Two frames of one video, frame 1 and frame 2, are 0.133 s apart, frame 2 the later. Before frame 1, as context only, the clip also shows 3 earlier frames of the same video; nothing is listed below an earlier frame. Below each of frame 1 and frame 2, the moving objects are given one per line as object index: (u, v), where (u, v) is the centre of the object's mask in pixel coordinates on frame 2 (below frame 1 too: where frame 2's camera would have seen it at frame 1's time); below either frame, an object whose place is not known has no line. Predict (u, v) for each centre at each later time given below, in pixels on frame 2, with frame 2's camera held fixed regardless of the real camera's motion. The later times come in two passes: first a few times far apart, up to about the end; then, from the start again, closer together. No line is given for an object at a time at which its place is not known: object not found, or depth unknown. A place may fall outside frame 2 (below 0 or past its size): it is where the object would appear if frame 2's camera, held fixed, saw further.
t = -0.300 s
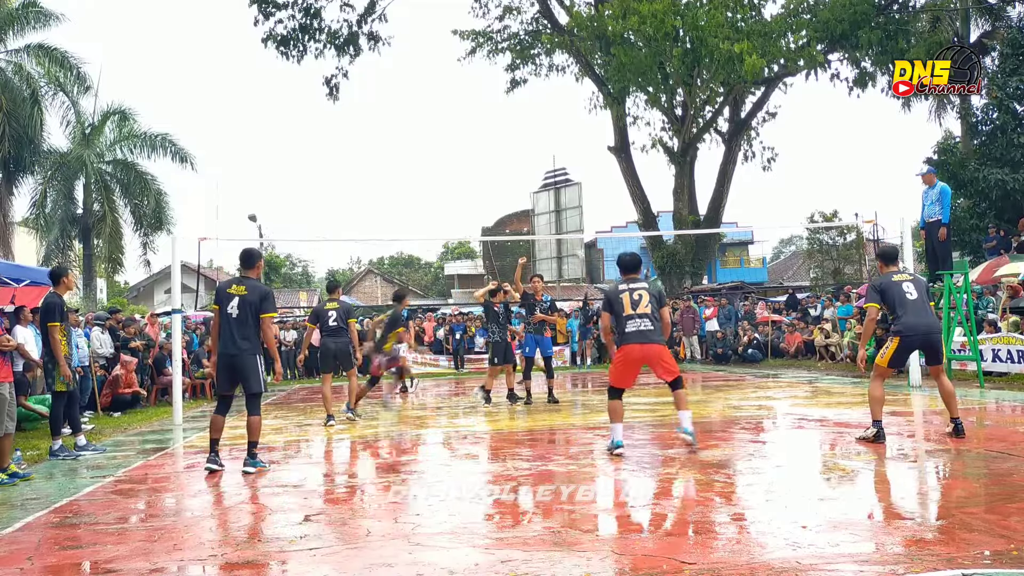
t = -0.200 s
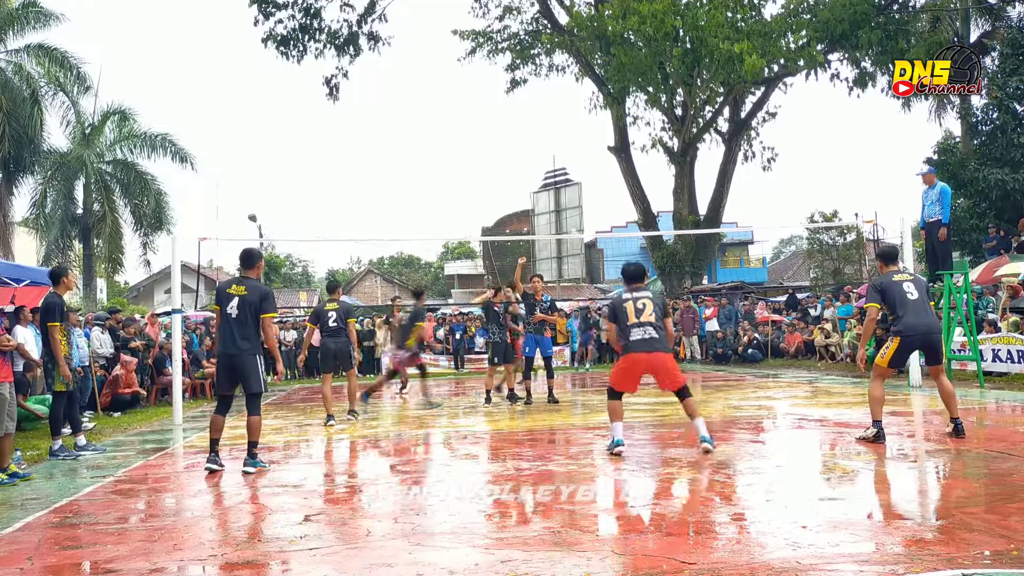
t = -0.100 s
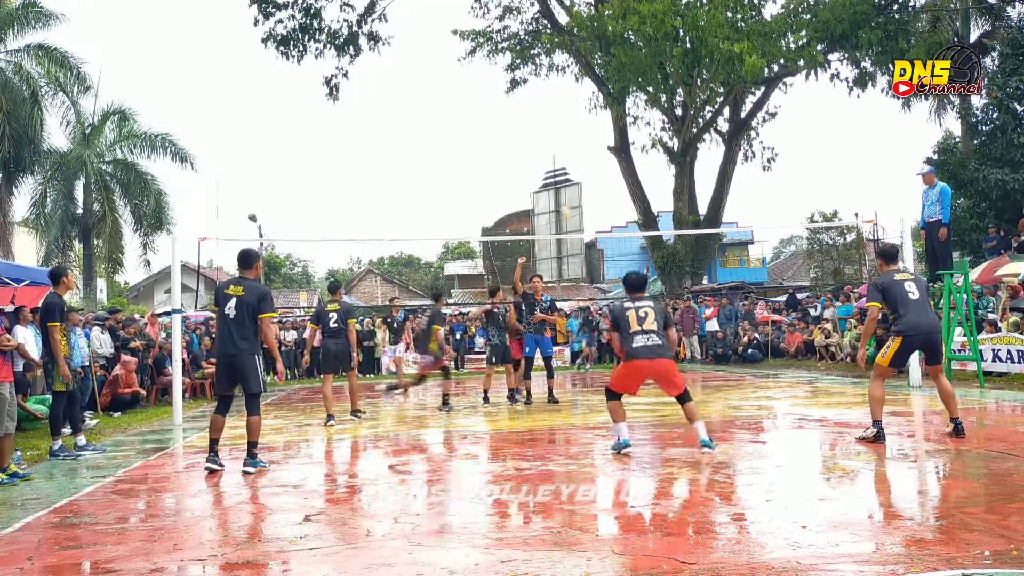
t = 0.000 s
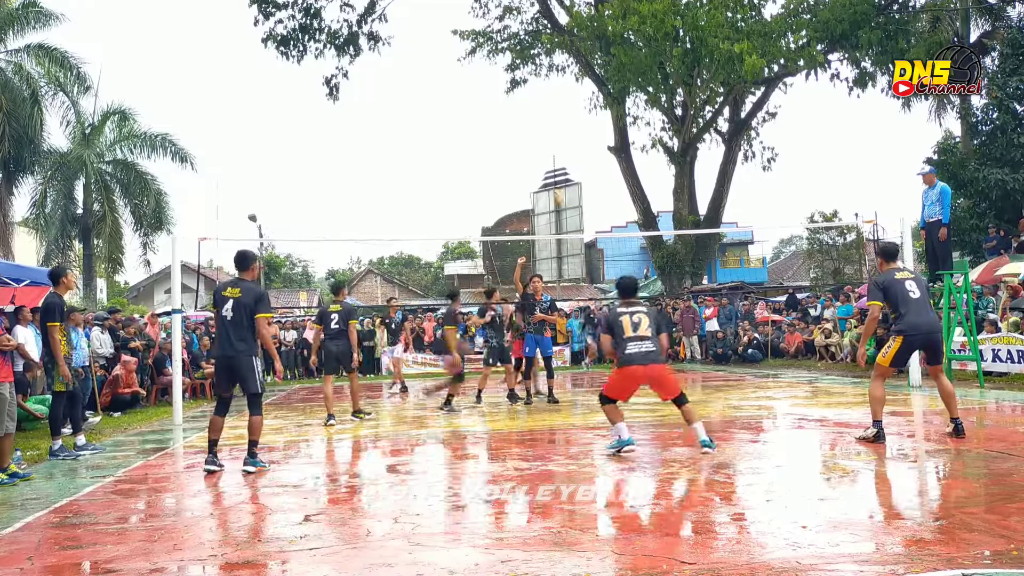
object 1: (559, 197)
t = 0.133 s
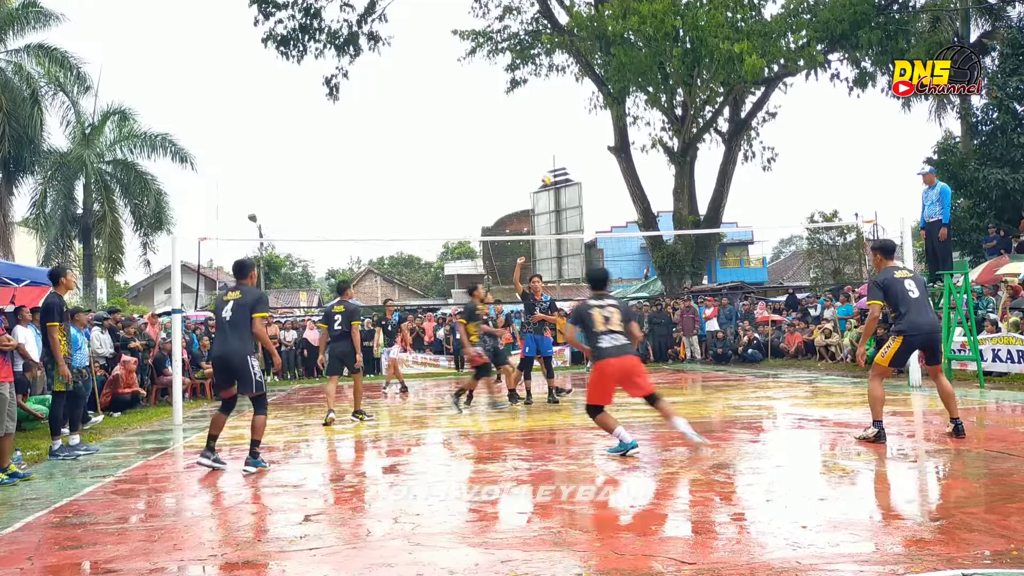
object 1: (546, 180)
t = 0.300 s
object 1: (529, 168)
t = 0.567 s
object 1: (489, 188)
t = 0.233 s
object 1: (537, 172)
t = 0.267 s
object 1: (533, 168)
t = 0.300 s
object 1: (529, 168)
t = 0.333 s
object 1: (525, 168)
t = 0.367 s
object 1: (521, 169)
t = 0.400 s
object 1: (516, 169)
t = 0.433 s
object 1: (511, 171)
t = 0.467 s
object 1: (506, 173)
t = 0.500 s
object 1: (500, 177)
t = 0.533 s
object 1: (495, 182)
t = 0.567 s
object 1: (489, 188)
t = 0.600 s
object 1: (482, 196)
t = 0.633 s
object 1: (475, 205)
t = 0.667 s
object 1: (468, 215)
